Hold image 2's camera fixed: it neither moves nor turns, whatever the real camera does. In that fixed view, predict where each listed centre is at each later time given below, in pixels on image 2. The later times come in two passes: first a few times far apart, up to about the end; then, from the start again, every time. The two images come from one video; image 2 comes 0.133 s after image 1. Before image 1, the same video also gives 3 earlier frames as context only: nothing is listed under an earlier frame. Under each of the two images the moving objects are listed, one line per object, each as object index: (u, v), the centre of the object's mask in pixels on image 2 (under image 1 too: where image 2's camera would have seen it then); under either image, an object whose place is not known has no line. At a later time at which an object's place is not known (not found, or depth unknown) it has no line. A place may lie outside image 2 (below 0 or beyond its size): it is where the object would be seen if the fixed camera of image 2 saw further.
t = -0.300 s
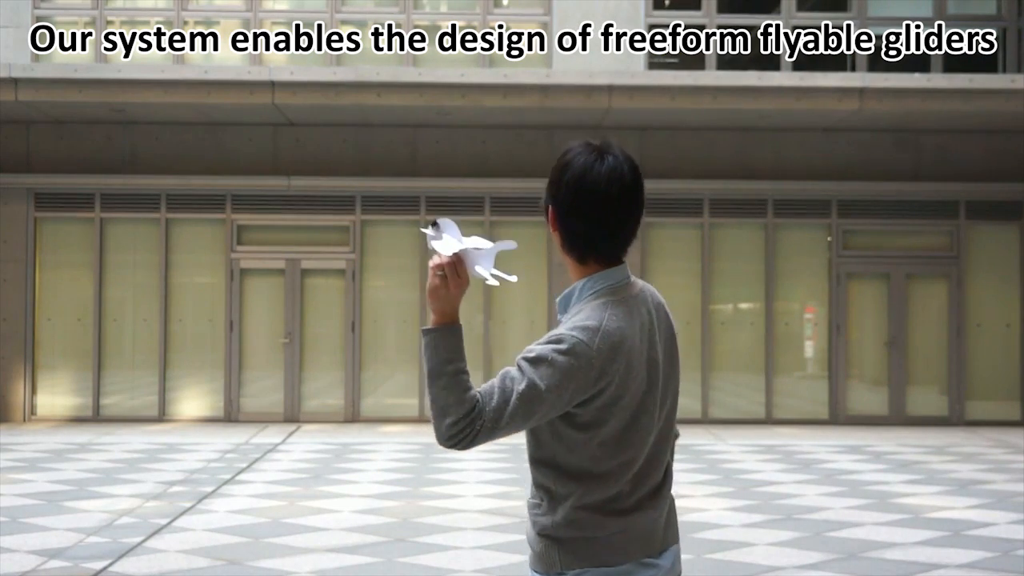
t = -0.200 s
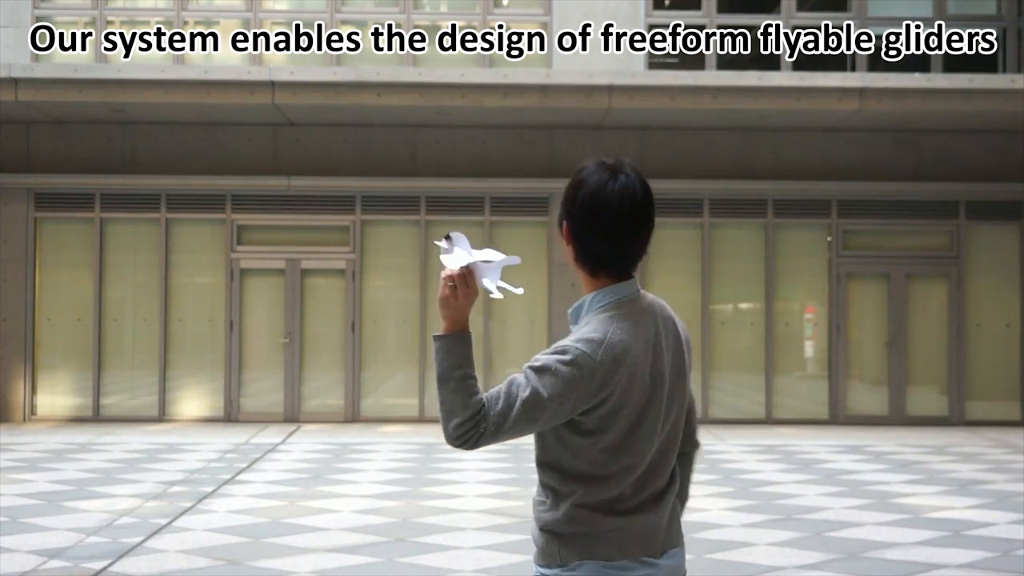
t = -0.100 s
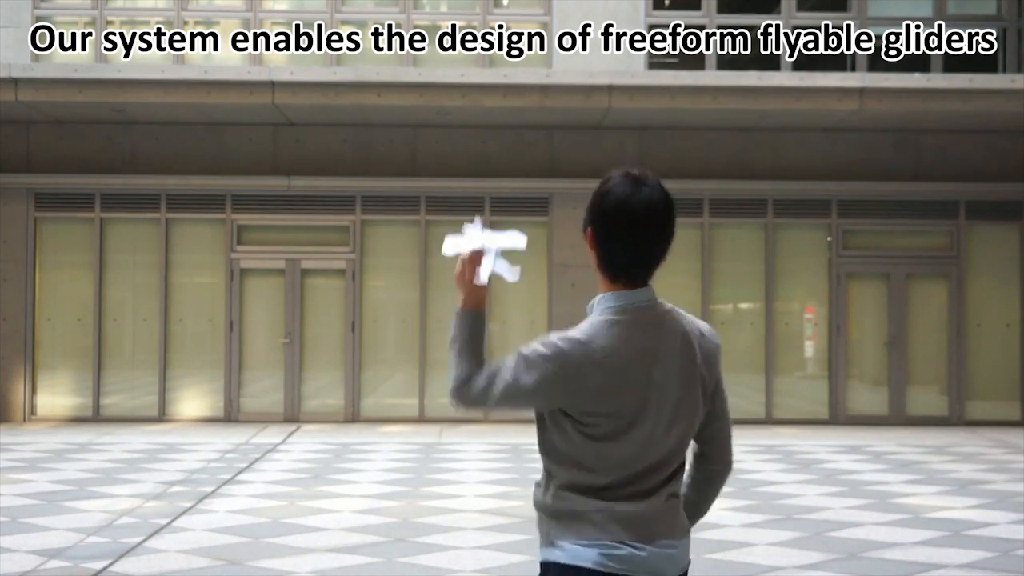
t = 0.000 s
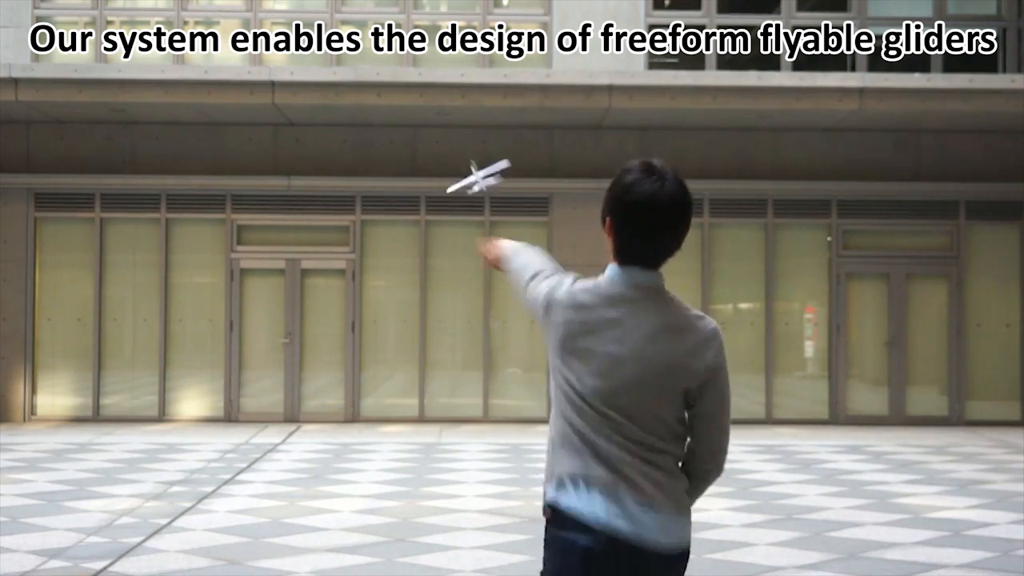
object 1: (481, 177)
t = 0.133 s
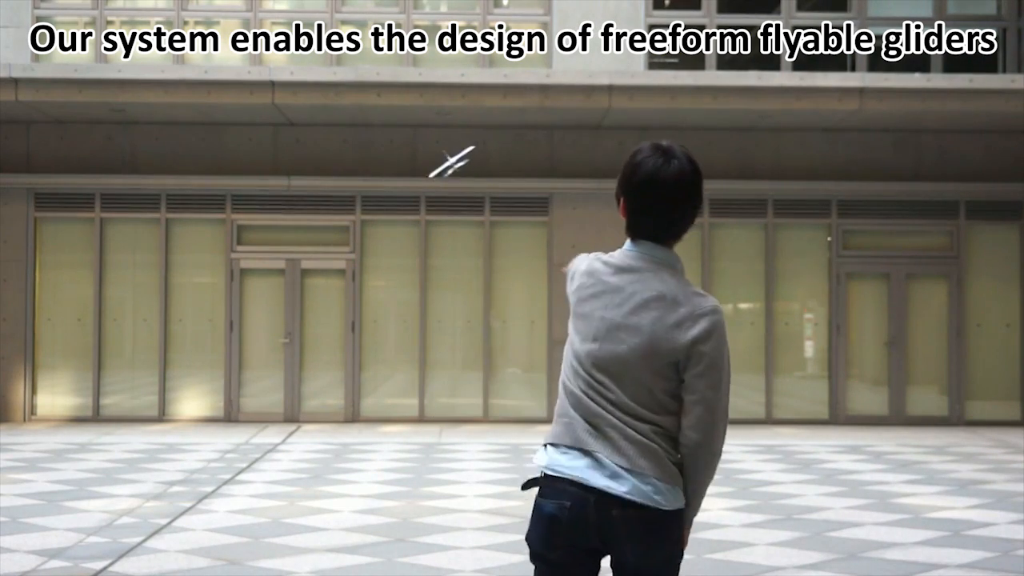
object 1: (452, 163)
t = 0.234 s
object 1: (433, 160)
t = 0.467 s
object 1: (405, 151)
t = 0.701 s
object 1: (395, 149)
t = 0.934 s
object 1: (398, 163)
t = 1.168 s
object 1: (411, 194)
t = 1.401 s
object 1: (436, 237)
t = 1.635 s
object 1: (462, 294)
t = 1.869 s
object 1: (485, 361)
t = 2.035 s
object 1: (497, 408)
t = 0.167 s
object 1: (445, 162)
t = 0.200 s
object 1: (439, 162)
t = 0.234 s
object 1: (433, 160)
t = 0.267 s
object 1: (427, 160)
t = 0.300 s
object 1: (422, 159)
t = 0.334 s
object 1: (418, 157)
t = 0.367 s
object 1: (414, 156)
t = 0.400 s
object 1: (410, 154)
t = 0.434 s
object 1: (407, 152)
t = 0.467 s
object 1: (405, 151)
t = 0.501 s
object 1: (402, 150)
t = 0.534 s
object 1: (401, 149)
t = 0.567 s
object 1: (399, 148)
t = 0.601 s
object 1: (397, 148)
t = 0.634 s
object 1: (396, 148)
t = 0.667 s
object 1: (396, 148)
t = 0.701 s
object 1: (395, 149)
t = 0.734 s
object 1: (395, 150)
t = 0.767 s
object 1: (395, 151)
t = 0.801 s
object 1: (395, 153)
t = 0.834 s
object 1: (396, 155)
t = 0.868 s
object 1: (396, 158)
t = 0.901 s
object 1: (397, 160)
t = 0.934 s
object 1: (398, 163)
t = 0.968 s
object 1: (400, 167)
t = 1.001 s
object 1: (401, 170)
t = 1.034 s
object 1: (402, 174)
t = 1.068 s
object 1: (404, 178)
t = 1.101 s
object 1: (407, 183)
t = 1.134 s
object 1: (409, 189)
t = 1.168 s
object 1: (411, 194)
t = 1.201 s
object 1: (415, 199)
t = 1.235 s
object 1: (418, 206)
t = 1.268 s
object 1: (421, 212)
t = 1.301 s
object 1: (425, 217)
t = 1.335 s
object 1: (428, 224)
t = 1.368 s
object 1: (432, 230)
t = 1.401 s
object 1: (436, 237)
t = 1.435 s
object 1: (440, 245)
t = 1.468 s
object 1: (444, 252)
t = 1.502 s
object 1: (448, 260)
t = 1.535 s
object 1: (451, 269)
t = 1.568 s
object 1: (455, 277)
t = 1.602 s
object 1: (459, 285)
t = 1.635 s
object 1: (462, 294)
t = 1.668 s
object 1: (467, 304)
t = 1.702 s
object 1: (470, 313)
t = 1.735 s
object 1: (473, 322)
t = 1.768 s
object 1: (476, 332)
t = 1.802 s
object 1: (480, 341)
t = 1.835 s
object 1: (483, 351)
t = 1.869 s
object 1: (485, 361)
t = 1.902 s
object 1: (489, 372)
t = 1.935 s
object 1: (491, 380)
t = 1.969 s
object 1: (493, 389)
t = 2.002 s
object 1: (495, 398)
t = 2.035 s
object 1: (497, 408)
